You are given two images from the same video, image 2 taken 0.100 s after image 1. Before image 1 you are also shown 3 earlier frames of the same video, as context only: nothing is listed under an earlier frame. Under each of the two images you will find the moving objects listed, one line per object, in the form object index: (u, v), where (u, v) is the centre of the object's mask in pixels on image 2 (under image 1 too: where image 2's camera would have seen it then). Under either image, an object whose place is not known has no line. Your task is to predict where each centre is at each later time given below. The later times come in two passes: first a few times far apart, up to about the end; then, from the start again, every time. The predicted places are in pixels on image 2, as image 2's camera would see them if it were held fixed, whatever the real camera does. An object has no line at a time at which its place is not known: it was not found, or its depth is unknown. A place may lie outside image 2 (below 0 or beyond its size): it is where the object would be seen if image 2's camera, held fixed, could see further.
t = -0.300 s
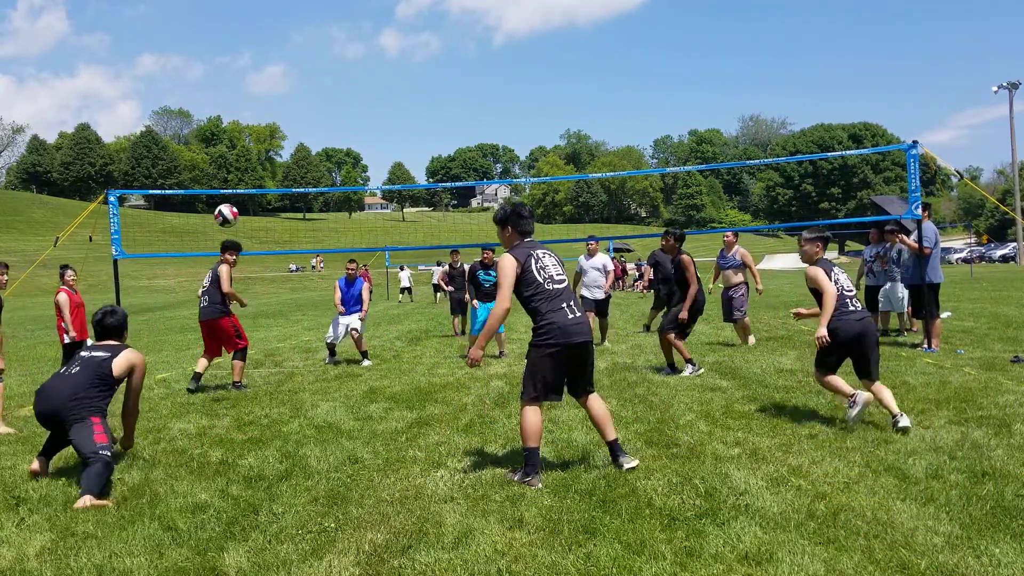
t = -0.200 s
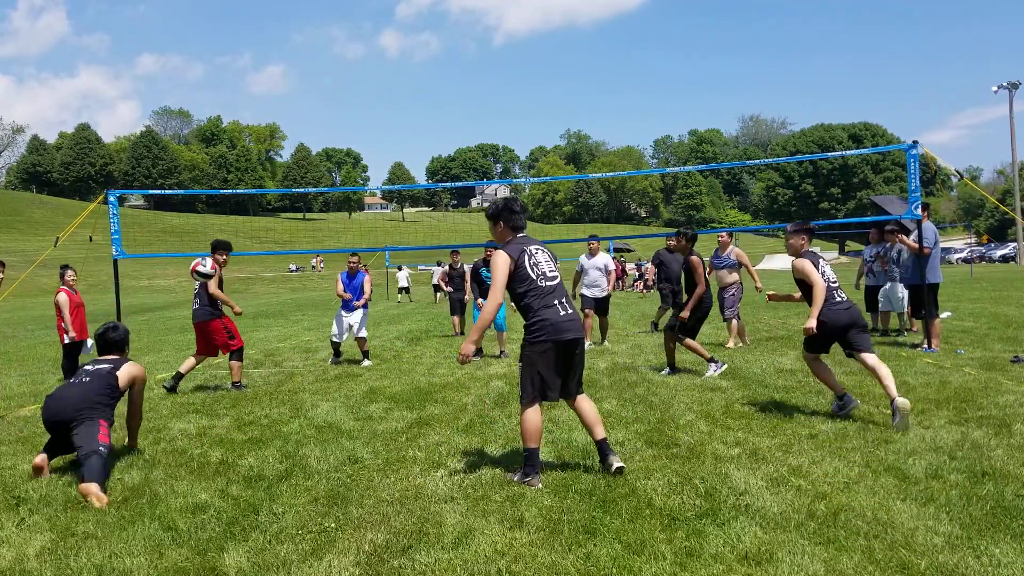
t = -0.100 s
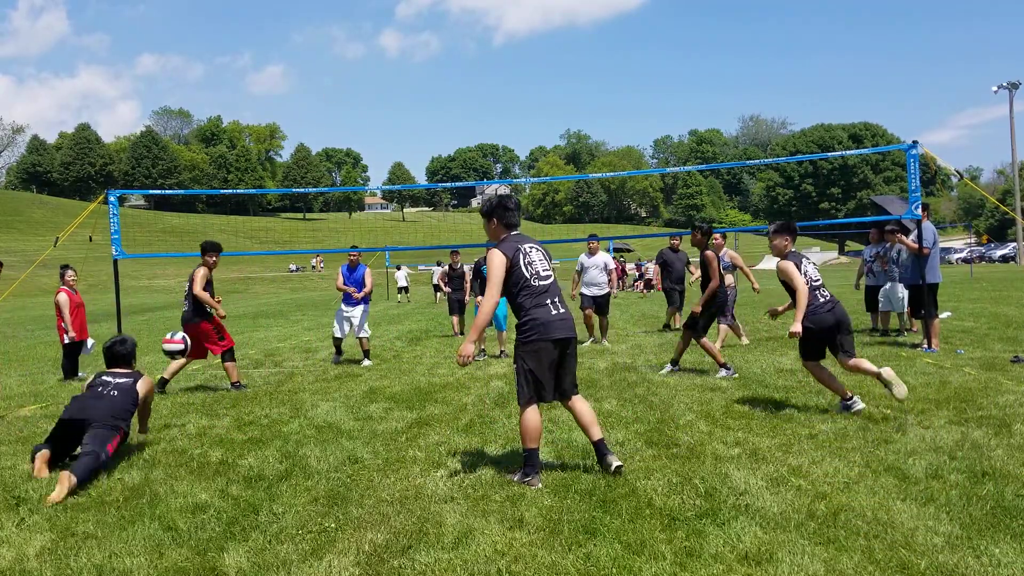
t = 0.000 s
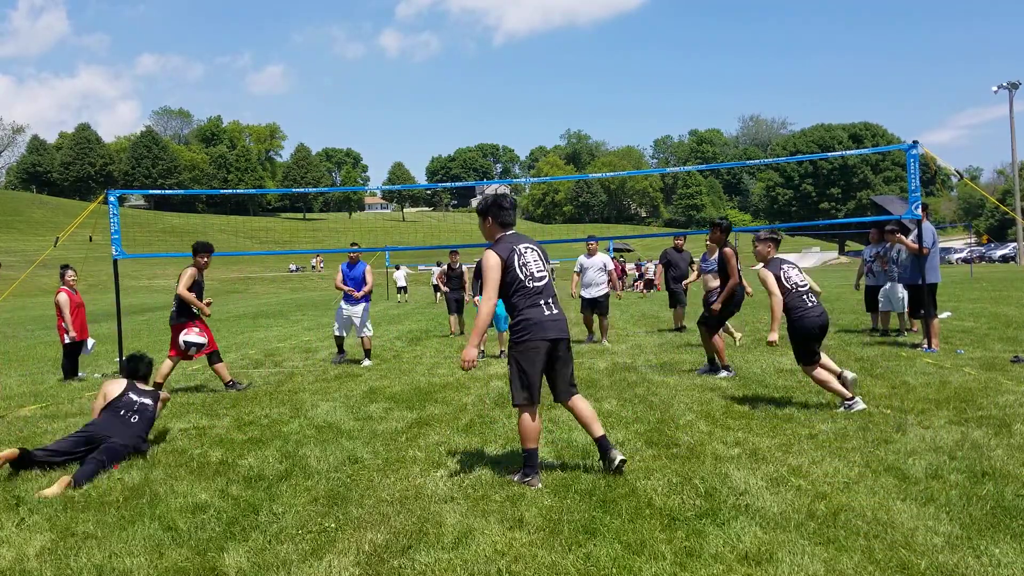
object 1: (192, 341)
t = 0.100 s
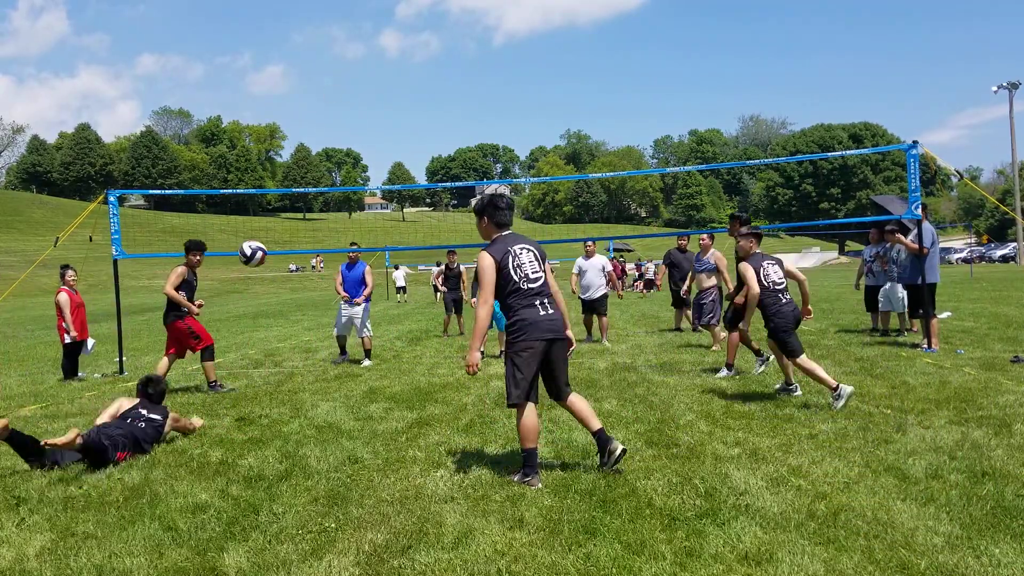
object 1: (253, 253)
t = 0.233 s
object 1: (328, 162)
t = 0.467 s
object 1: (448, 64)
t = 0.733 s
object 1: (575, 37)
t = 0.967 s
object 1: (680, 81)
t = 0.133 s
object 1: (272, 228)
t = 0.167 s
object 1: (291, 205)
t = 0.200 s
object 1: (309, 183)
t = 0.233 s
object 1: (328, 162)
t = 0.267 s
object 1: (345, 143)
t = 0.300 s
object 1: (363, 127)
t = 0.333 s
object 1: (380, 111)
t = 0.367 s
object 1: (397, 97)
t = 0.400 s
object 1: (415, 85)
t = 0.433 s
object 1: (431, 74)
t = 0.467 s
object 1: (448, 64)
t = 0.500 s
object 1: (464, 56)
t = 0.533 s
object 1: (481, 49)
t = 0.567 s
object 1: (497, 44)
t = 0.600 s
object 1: (513, 40)
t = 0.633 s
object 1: (529, 37)
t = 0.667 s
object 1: (544, 36)
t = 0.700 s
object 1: (560, 36)
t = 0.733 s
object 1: (575, 37)
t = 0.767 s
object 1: (590, 39)
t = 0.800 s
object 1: (605, 43)
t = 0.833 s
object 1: (621, 48)
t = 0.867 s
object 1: (636, 54)
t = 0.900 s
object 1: (651, 62)
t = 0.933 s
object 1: (666, 71)
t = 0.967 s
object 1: (680, 81)
